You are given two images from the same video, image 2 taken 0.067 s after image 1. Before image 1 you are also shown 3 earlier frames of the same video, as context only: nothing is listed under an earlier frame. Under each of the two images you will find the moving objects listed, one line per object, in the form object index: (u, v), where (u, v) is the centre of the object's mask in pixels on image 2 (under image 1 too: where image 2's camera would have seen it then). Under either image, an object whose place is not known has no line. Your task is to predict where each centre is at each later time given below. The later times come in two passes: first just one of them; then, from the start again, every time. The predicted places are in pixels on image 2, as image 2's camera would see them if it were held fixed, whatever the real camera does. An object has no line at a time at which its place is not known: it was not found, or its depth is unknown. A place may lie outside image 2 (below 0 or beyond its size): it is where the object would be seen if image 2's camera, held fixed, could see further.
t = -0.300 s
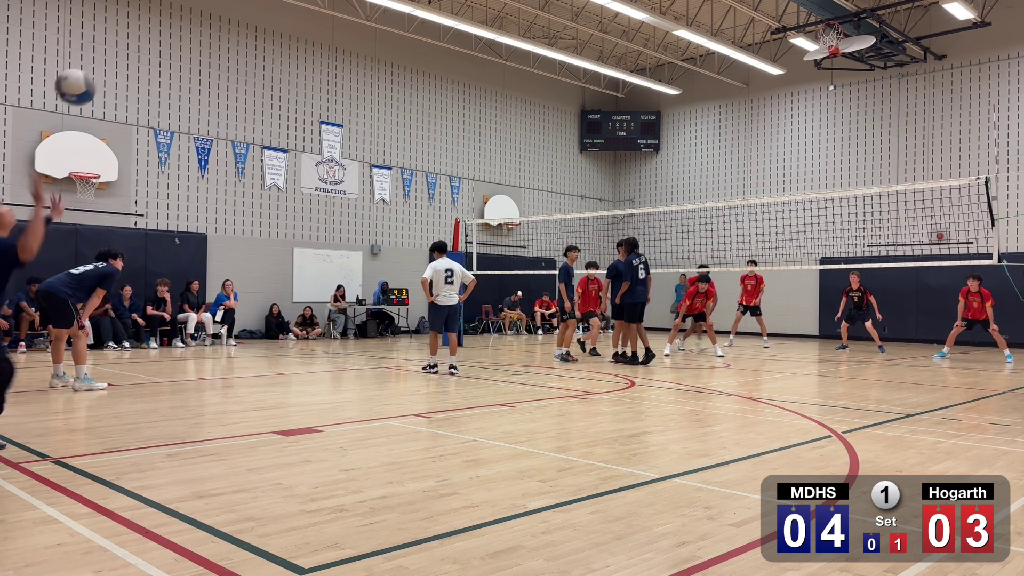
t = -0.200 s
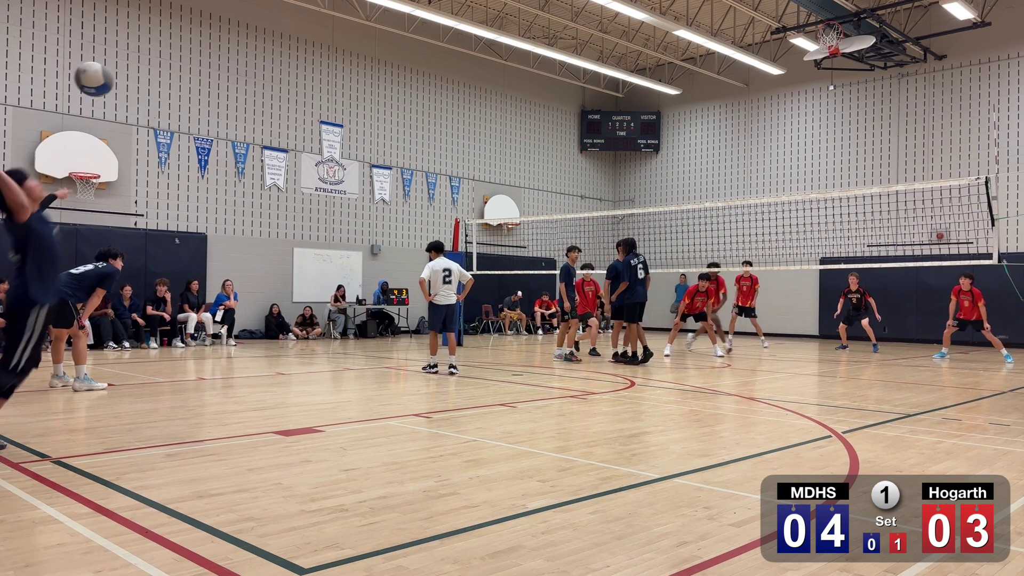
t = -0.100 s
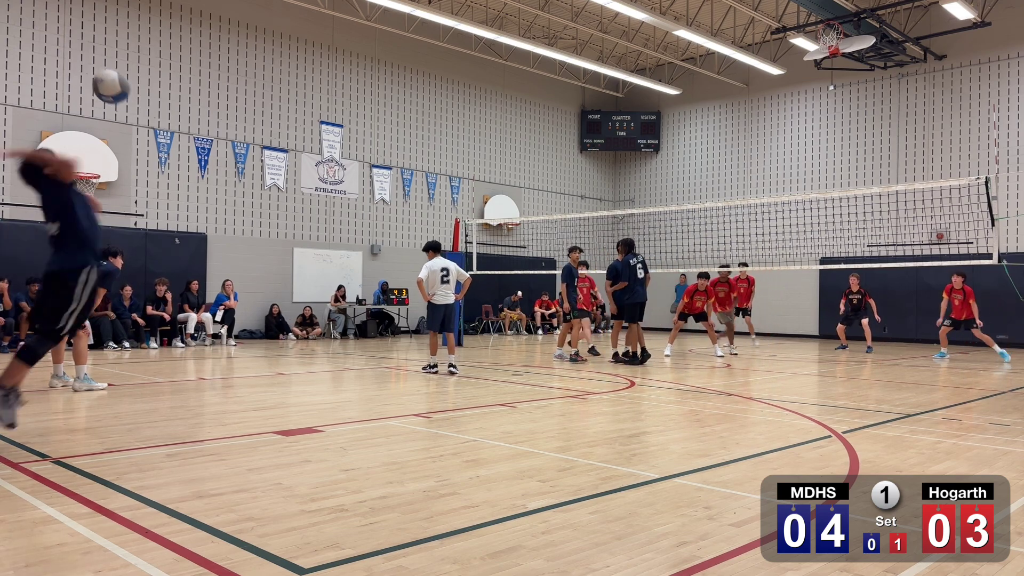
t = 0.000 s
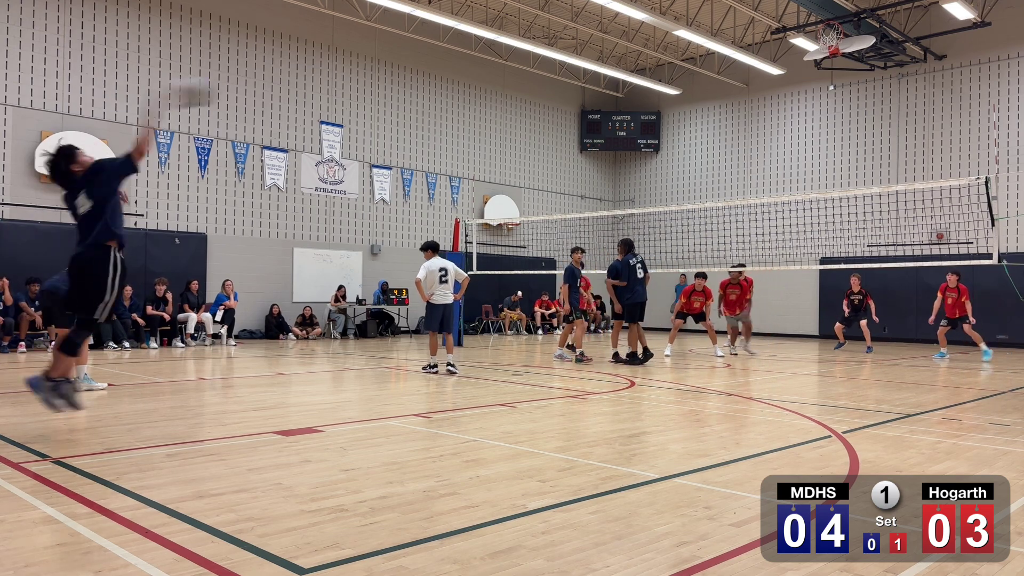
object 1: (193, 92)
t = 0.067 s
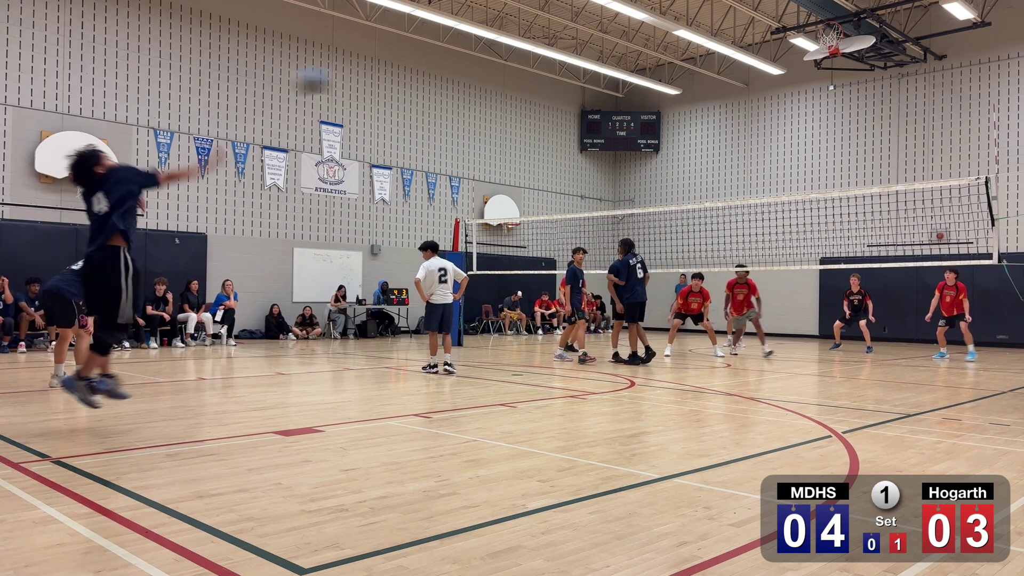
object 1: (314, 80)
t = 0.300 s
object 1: (585, 87)
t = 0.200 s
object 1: (486, 77)
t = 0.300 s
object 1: (585, 87)
